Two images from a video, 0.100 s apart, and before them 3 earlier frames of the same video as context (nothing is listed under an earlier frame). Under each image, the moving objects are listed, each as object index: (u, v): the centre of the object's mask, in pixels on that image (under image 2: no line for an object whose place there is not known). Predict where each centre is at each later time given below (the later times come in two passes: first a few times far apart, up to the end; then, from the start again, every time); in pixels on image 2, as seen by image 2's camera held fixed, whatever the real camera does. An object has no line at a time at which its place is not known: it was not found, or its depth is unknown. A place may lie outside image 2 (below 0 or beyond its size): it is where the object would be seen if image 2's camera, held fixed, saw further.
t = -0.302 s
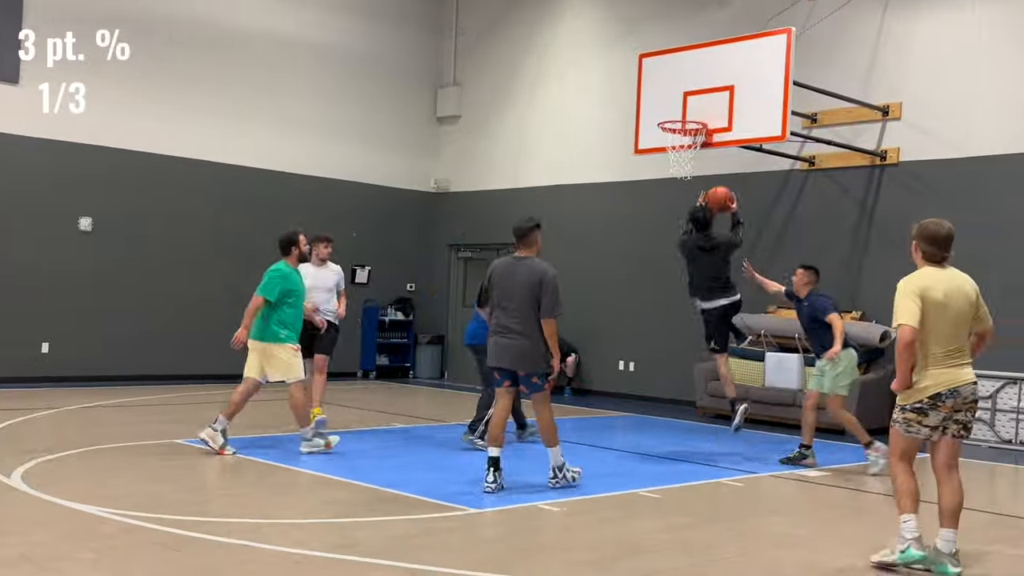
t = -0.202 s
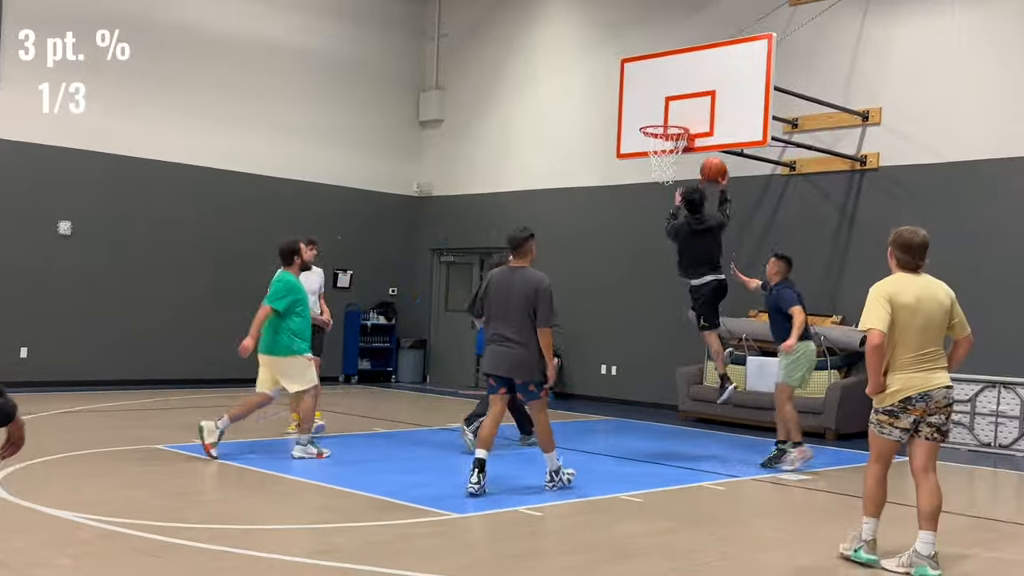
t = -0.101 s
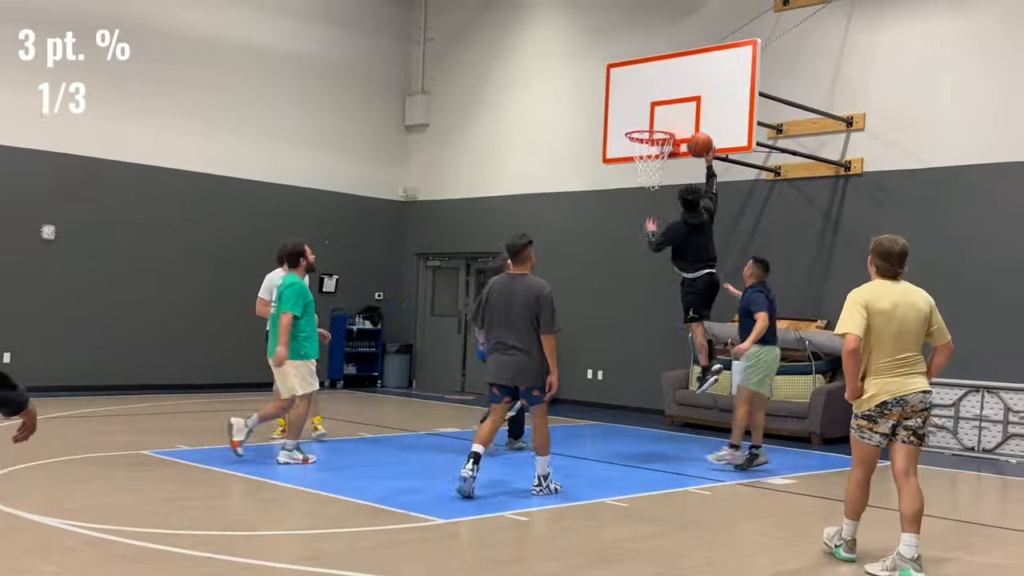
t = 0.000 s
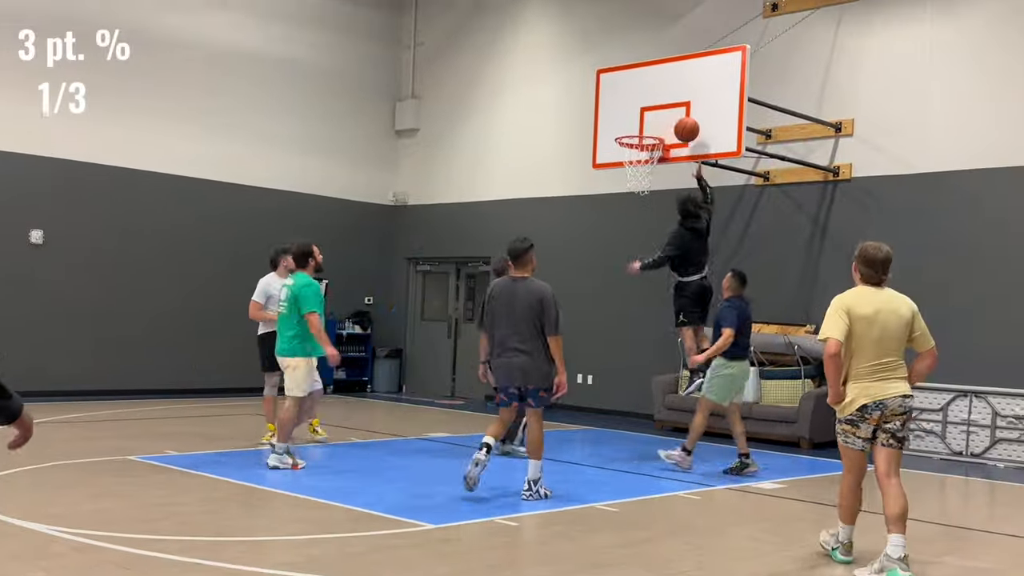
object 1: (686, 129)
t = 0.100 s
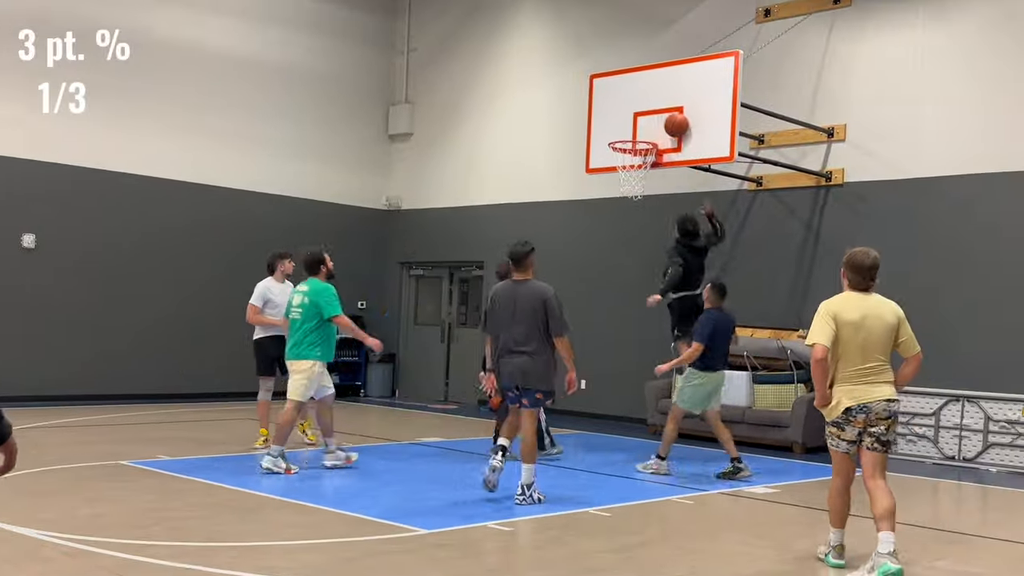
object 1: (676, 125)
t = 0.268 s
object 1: (647, 127)
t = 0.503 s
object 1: (624, 159)
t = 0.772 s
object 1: (625, 198)
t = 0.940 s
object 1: (629, 245)
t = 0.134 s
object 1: (671, 123)
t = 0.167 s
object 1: (664, 123)
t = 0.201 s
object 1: (659, 123)
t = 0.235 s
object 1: (653, 124)
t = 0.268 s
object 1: (647, 127)
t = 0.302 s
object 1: (641, 130)
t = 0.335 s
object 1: (635, 133)
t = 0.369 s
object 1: (632, 135)
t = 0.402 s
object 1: (630, 136)
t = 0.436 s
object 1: (628, 148)
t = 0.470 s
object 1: (626, 153)
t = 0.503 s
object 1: (624, 159)
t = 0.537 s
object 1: (623, 167)
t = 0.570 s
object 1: (622, 173)
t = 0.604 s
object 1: (622, 176)
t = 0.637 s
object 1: (622, 178)
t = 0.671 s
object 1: (623, 180)
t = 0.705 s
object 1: (623, 187)
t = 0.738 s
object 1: (624, 192)
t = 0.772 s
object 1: (625, 198)
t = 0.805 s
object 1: (626, 205)
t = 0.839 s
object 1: (627, 213)
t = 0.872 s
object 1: (628, 223)
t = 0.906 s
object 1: (628, 233)
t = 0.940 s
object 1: (629, 245)
